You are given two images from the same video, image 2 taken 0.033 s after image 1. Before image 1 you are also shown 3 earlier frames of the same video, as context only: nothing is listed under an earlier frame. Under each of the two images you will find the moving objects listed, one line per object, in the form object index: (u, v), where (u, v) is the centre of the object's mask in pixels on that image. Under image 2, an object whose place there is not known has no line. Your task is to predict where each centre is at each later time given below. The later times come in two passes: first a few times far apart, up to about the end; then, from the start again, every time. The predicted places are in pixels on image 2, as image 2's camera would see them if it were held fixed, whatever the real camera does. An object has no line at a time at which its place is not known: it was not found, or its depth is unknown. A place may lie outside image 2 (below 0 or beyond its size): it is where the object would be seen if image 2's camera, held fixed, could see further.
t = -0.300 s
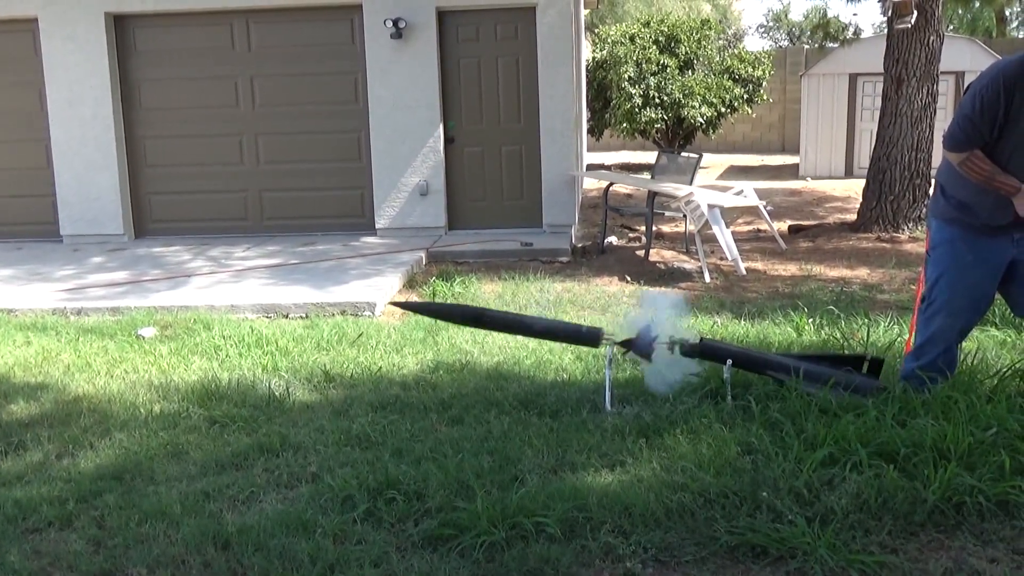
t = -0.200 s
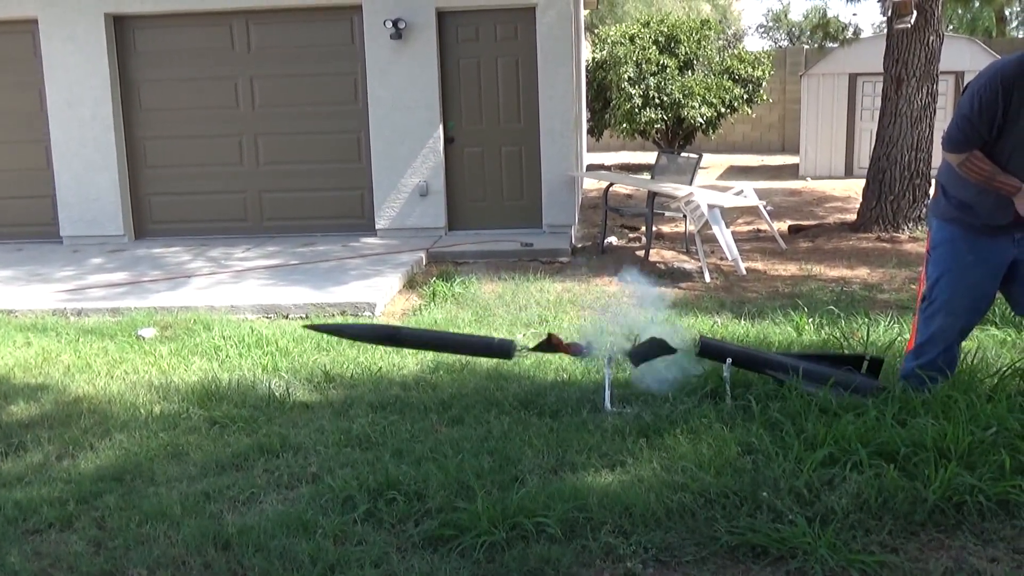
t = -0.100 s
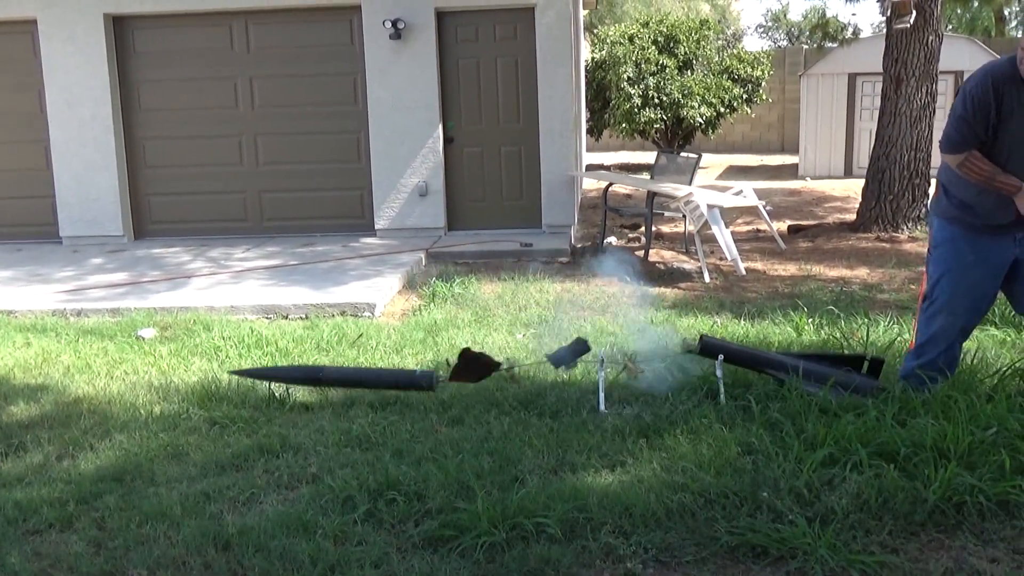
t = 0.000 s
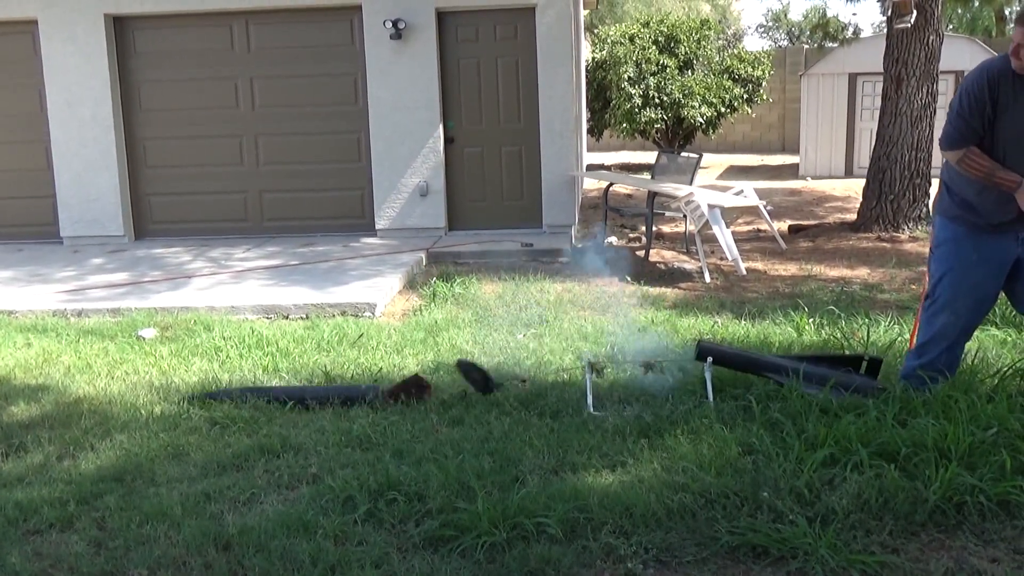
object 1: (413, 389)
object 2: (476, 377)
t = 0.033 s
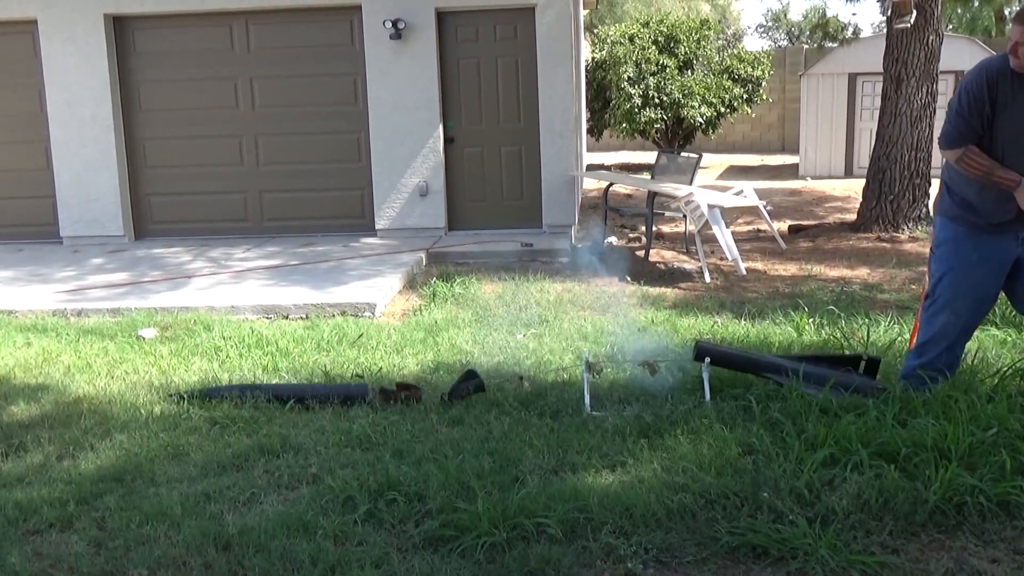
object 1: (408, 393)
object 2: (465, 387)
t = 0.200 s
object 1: (388, 396)
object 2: (462, 381)
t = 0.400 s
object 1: (385, 396)
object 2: (465, 397)
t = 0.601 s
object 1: (384, 397)
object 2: (464, 398)
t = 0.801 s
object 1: (384, 398)
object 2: (464, 398)
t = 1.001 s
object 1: (386, 398)
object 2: (464, 398)
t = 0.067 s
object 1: (395, 394)
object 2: (461, 383)
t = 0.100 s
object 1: (391, 393)
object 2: (463, 379)
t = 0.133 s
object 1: (390, 394)
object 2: (463, 377)
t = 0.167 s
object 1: (389, 395)
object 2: (461, 377)
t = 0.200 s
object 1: (388, 396)
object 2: (462, 381)
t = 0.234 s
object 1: (388, 396)
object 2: (464, 387)
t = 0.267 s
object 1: (389, 397)
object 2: (465, 393)
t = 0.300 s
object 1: (389, 397)
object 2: (467, 397)
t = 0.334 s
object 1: (390, 396)
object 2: (466, 396)
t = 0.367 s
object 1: (390, 396)
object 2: (465, 397)
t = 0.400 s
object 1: (385, 396)
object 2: (465, 397)
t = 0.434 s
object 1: (385, 397)
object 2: (465, 397)
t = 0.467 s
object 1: (385, 397)
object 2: (465, 397)
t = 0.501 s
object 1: (384, 397)
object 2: (465, 398)
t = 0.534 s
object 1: (384, 397)
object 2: (464, 398)
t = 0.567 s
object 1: (384, 397)
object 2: (464, 398)
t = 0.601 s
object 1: (384, 397)
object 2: (464, 398)
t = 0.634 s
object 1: (384, 397)
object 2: (464, 398)
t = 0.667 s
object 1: (384, 398)
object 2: (464, 398)
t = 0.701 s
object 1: (384, 398)
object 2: (464, 398)
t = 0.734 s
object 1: (384, 398)
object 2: (464, 398)
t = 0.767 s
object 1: (384, 398)
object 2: (464, 398)
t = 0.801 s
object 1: (384, 398)
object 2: (464, 398)
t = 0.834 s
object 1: (384, 398)
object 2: (464, 398)
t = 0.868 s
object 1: (384, 398)
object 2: (464, 398)
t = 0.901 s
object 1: (384, 398)
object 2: (464, 398)
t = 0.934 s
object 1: (384, 398)
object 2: (464, 398)
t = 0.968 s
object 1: (385, 397)
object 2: (464, 398)
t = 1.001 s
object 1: (386, 398)
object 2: (464, 398)
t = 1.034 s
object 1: (385, 398)
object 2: (464, 398)
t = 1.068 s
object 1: (384, 398)
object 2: (464, 398)
